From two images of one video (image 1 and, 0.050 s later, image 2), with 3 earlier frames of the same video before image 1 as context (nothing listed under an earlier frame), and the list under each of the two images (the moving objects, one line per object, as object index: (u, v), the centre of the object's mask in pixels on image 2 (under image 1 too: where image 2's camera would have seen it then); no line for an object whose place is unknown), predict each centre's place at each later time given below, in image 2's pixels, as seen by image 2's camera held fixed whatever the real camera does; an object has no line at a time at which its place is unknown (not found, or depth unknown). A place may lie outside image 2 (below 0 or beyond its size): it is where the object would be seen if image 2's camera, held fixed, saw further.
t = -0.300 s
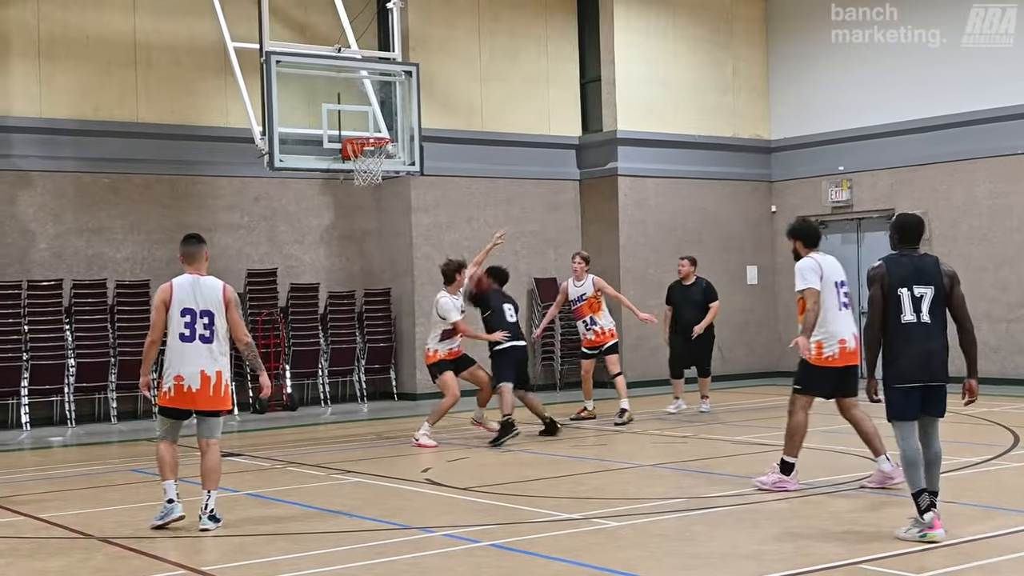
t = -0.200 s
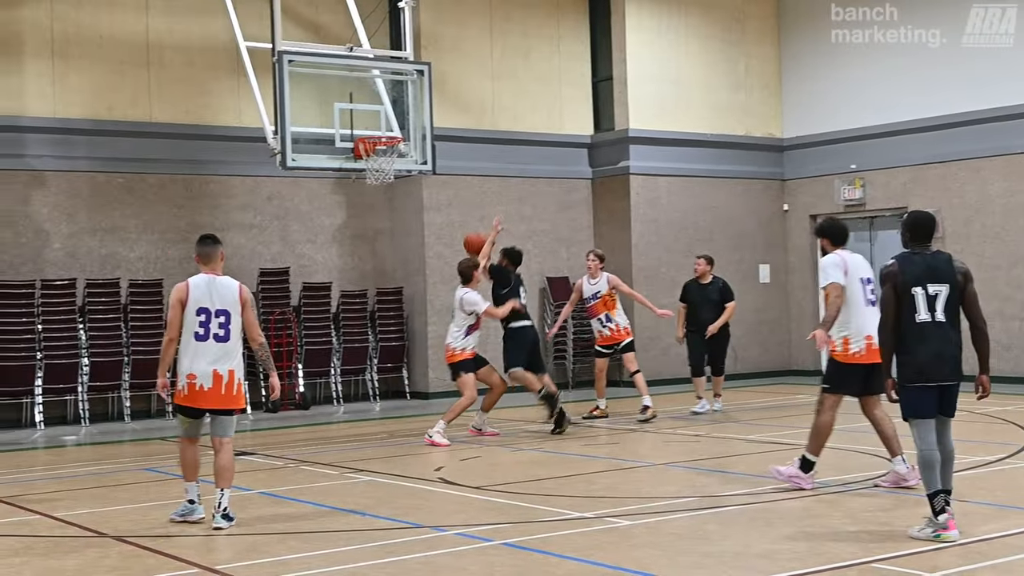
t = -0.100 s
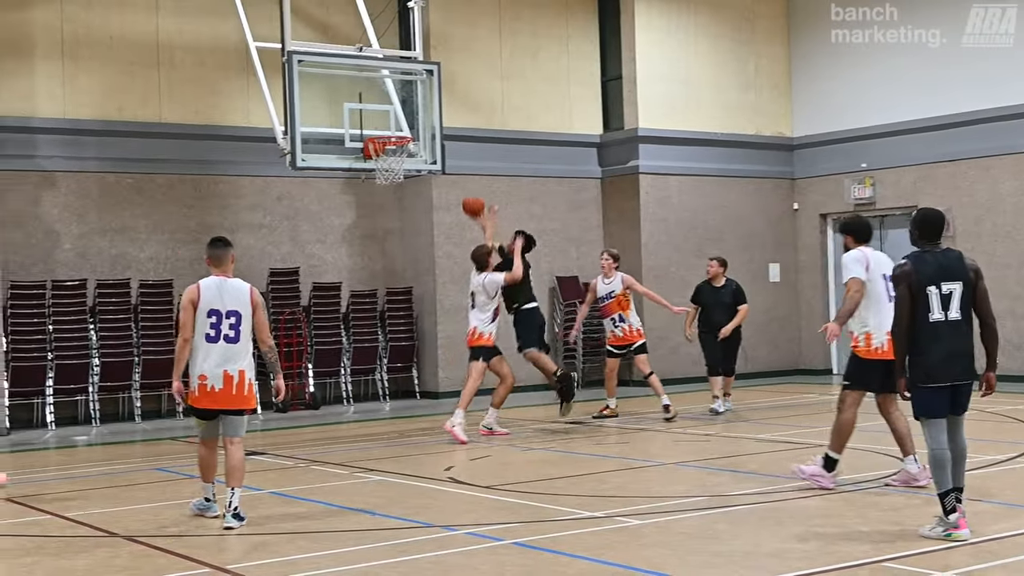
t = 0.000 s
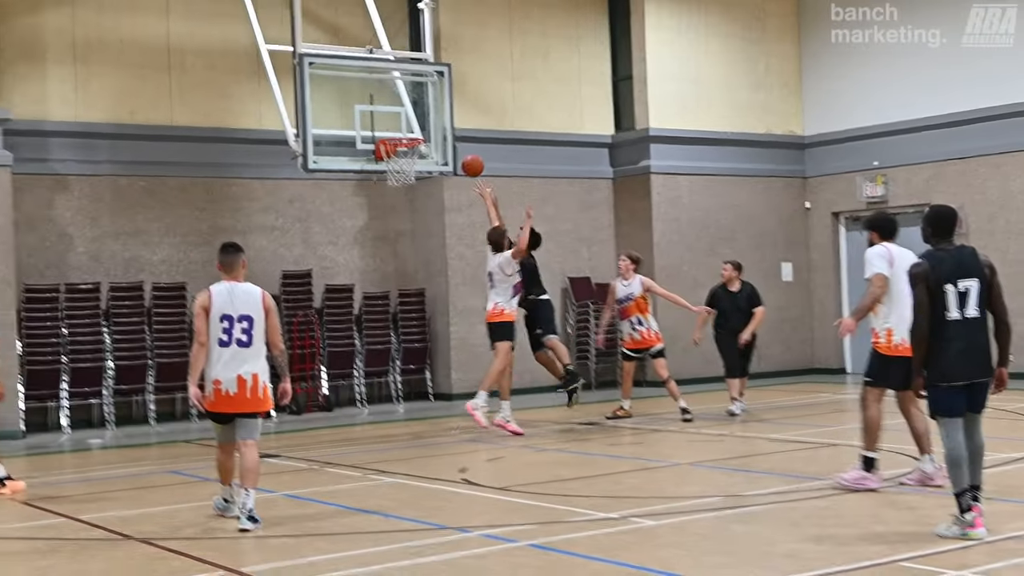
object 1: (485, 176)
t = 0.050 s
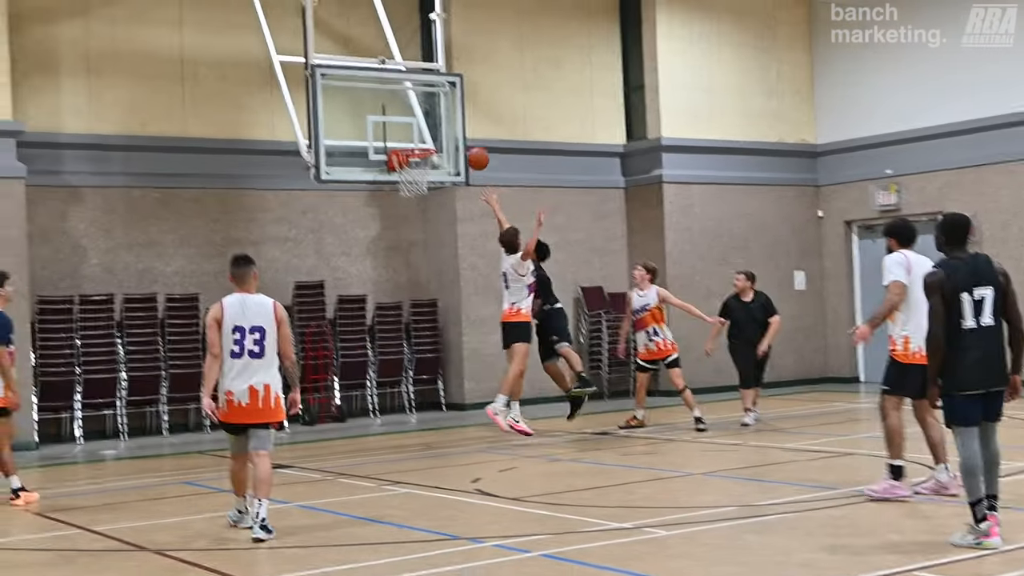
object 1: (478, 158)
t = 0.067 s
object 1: (476, 154)
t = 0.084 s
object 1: (473, 149)
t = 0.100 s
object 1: (471, 145)
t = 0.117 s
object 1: (469, 140)
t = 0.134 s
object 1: (467, 136)
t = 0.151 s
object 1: (465, 132)
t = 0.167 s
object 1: (463, 129)
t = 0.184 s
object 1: (461, 125)
